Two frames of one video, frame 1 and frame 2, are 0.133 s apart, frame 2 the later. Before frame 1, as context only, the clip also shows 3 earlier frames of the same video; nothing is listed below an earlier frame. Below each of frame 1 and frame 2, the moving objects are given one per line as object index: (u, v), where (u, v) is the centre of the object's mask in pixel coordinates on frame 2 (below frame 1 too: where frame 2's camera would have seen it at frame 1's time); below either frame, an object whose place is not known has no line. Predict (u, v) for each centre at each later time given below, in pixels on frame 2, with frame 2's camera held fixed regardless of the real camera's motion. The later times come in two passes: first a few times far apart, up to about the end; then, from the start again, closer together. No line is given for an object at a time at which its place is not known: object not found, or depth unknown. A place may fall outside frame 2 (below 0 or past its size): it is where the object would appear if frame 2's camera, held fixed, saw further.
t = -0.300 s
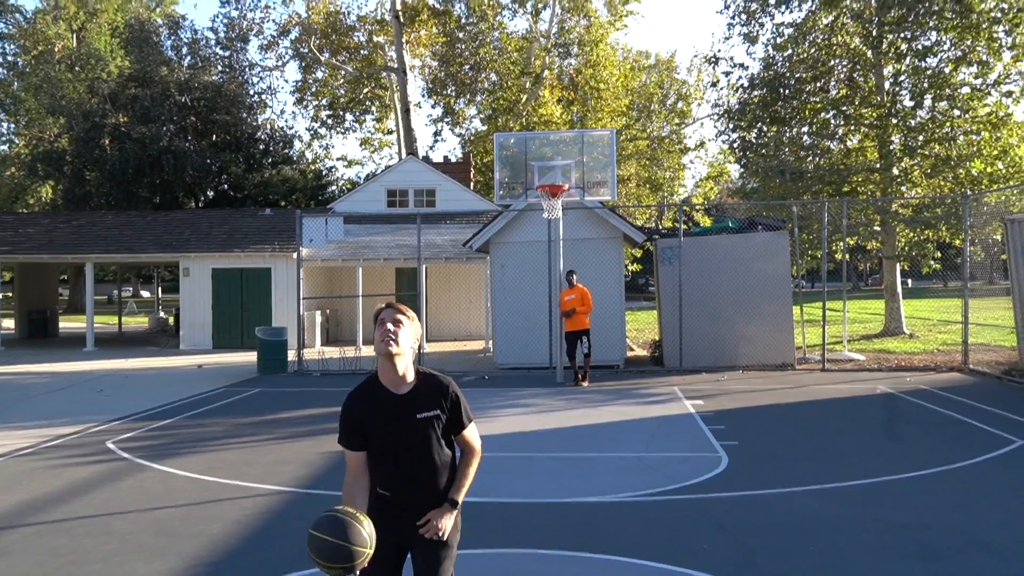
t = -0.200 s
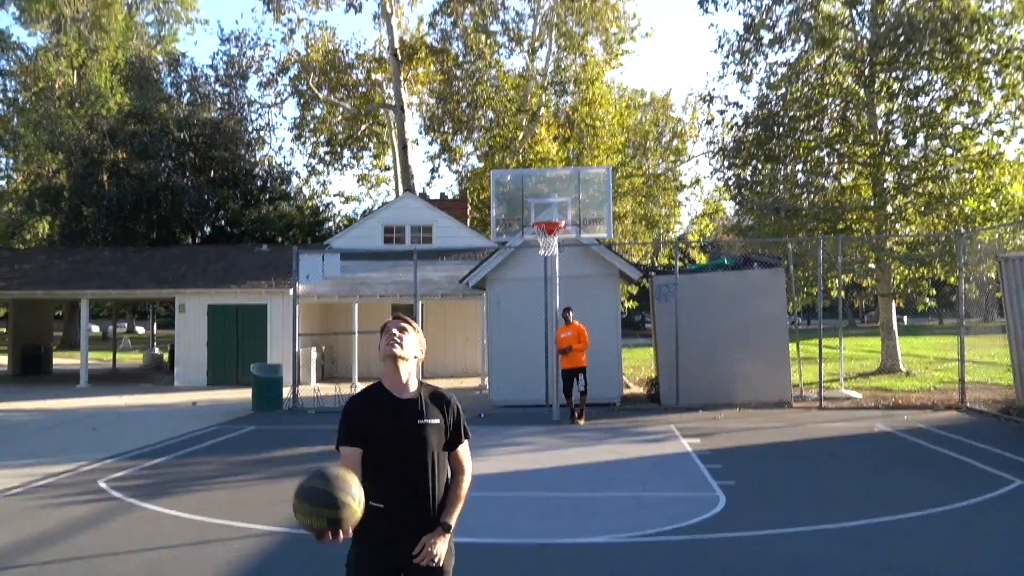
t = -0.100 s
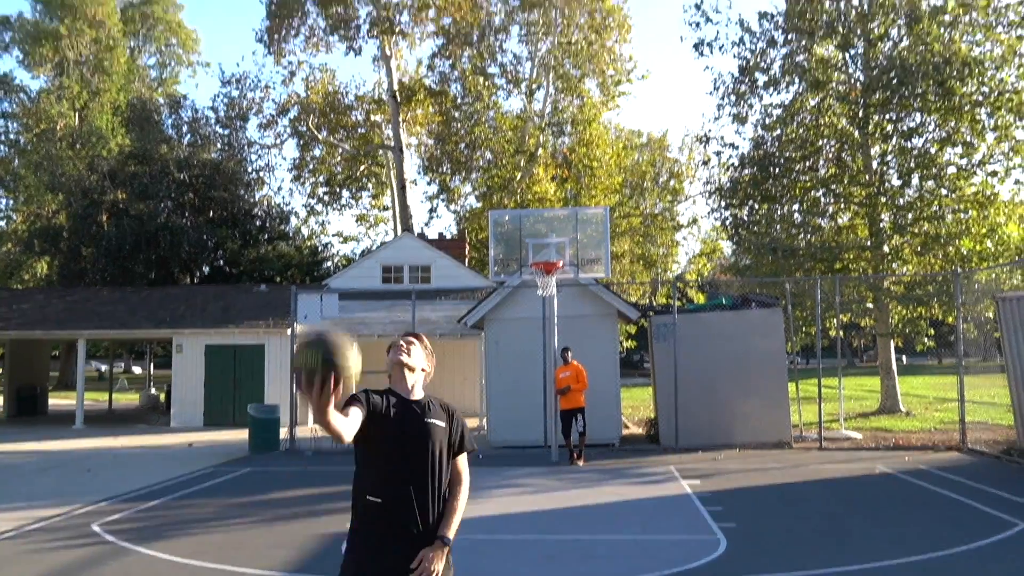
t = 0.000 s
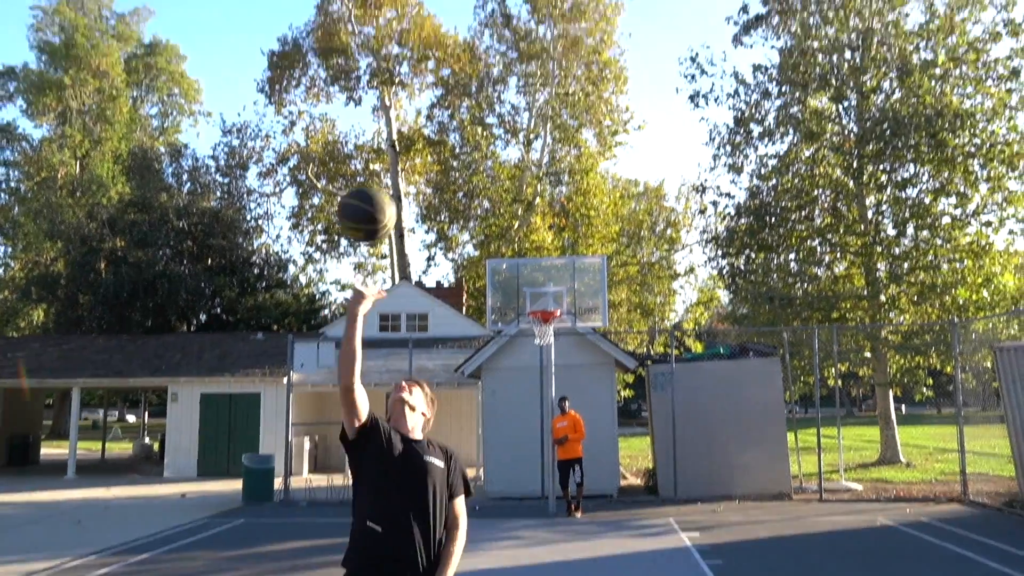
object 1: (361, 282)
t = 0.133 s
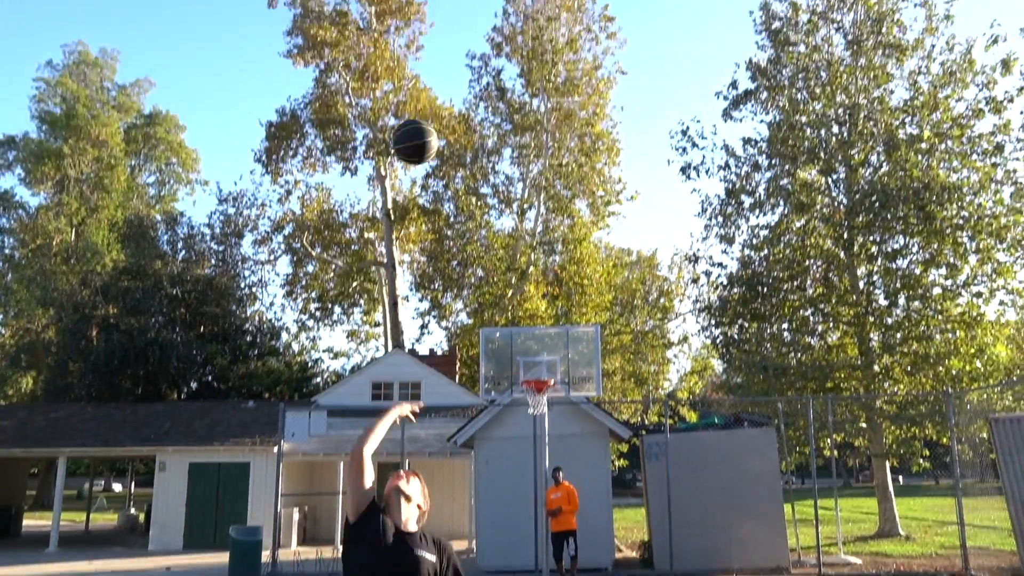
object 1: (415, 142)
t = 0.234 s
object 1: (441, 89)
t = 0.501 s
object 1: (485, 48)
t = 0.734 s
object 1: (508, 76)
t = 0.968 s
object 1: (525, 136)
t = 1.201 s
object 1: (539, 217)
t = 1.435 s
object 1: (551, 318)
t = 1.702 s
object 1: (598, 360)
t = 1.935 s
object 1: (645, 347)
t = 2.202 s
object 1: (705, 379)
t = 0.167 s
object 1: (425, 121)
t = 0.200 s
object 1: (434, 103)
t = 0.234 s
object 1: (441, 89)
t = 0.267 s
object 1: (448, 77)
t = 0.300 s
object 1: (455, 68)
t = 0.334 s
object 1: (461, 61)
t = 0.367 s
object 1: (466, 55)
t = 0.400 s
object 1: (471, 52)
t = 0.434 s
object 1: (476, 49)
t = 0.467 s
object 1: (481, 48)
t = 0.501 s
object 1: (485, 48)
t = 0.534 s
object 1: (488, 49)
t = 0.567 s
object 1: (492, 51)
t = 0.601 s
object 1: (496, 55)
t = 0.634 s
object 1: (499, 59)
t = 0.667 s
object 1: (502, 63)
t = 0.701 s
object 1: (505, 70)
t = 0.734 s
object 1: (508, 76)
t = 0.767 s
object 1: (510, 82)
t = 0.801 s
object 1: (513, 90)
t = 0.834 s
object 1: (516, 98)
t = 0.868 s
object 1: (518, 106)
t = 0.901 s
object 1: (521, 115)
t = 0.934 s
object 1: (523, 126)
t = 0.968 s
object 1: (525, 136)
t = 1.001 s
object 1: (527, 146)
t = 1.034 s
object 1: (529, 157)
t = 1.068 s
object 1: (530, 167)
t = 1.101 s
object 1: (532, 180)
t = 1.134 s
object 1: (534, 192)
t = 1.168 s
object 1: (536, 204)
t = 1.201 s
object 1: (539, 217)
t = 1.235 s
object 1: (540, 231)
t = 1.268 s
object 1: (542, 244)
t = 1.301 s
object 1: (544, 258)
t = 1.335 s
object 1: (546, 273)
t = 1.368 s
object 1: (548, 288)
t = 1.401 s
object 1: (549, 302)
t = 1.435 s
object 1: (551, 318)
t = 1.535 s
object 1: (555, 367)
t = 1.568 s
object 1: (559, 377)
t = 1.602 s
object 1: (569, 372)
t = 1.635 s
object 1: (580, 367)
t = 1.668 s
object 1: (589, 364)
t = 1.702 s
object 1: (598, 360)
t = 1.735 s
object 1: (604, 356)
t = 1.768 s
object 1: (611, 352)
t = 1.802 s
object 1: (618, 350)
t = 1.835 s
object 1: (625, 348)
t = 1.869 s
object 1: (632, 347)
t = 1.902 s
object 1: (638, 347)
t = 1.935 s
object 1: (645, 347)
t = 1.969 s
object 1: (651, 348)
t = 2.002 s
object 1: (659, 350)
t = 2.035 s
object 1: (666, 353)
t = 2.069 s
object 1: (673, 356)
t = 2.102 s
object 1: (681, 360)
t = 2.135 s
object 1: (689, 365)
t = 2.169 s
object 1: (697, 372)
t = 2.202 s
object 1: (705, 379)
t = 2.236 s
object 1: (714, 386)
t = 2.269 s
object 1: (721, 394)
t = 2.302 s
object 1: (731, 403)
